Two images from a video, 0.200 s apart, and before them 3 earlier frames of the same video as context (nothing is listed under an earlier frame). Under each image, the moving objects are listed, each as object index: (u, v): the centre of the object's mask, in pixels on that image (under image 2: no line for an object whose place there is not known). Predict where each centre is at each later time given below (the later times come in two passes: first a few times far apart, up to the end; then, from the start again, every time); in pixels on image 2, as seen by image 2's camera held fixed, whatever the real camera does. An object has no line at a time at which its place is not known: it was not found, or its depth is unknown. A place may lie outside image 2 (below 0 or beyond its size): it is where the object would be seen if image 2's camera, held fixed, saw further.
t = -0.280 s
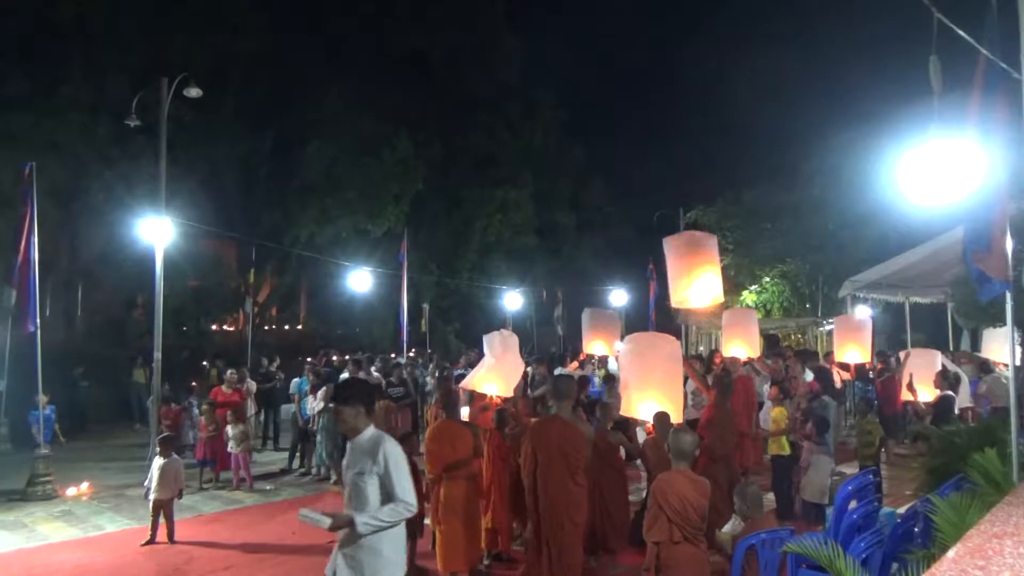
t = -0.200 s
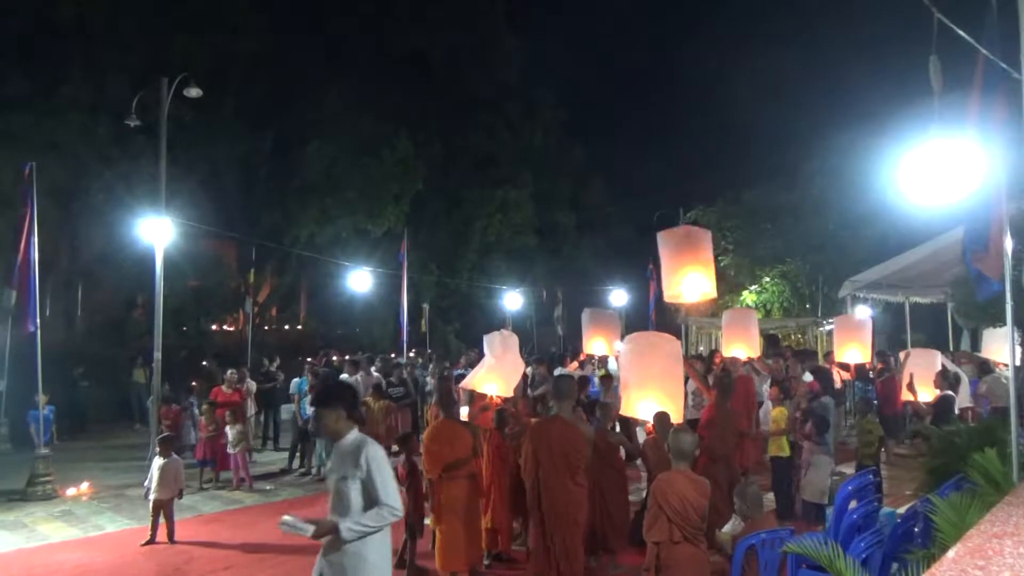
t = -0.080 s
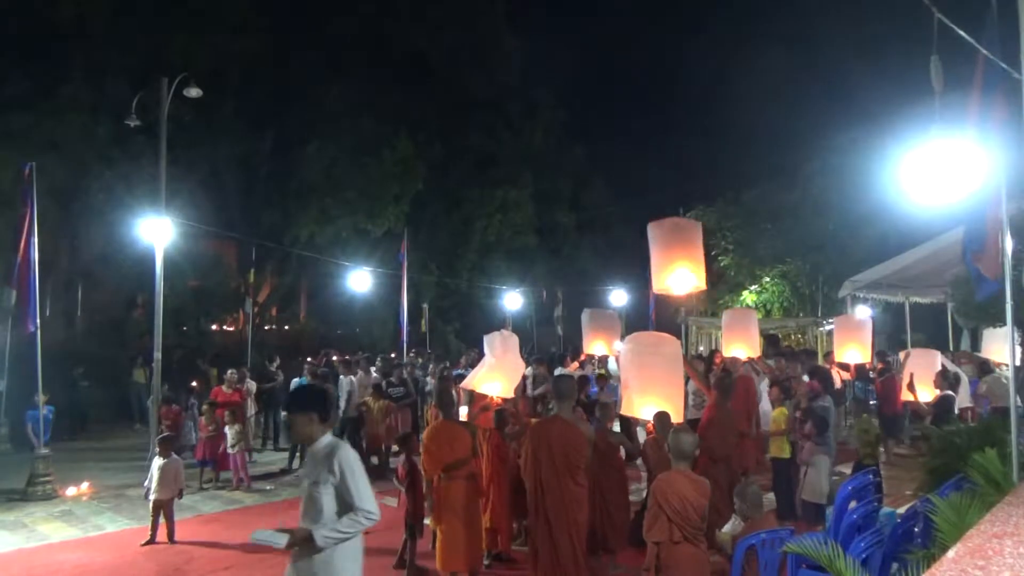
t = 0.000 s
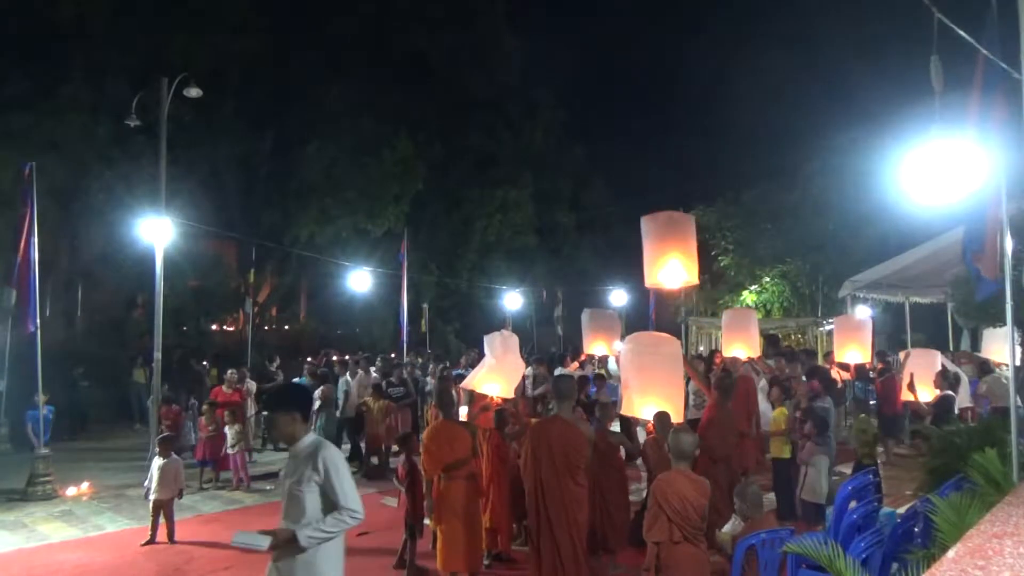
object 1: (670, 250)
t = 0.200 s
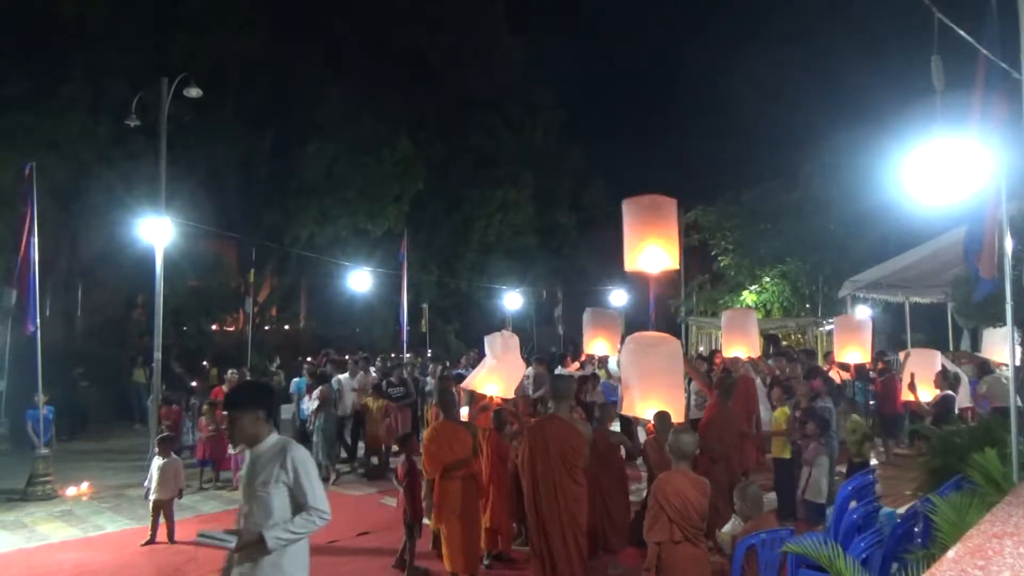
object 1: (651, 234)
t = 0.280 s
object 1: (642, 227)
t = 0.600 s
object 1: (607, 195)
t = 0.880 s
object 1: (569, 160)
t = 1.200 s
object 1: (519, 114)
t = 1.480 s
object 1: (468, 70)
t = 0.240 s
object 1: (647, 231)
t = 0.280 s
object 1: (642, 227)
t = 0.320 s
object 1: (638, 224)
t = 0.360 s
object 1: (634, 220)
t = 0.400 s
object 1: (629, 216)
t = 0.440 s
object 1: (625, 212)
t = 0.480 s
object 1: (621, 208)
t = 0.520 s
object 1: (616, 204)
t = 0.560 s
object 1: (611, 199)
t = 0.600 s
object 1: (607, 195)
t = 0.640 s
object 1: (602, 190)
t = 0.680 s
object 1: (596, 185)
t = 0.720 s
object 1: (591, 181)
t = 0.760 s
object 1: (586, 176)
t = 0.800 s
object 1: (580, 171)
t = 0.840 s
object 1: (575, 165)
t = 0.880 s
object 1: (569, 160)
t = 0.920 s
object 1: (563, 155)
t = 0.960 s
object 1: (558, 149)
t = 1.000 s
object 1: (552, 144)
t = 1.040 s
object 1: (545, 138)
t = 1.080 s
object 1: (539, 132)
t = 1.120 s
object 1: (533, 126)
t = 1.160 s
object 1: (526, 120)
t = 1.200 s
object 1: (519, 114)
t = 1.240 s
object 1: (512, 108)
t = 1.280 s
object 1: (505, 102)
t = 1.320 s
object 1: (498, 96)
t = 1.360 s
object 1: (491, 89)
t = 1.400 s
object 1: (483, 83)
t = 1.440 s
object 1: (476, 77)
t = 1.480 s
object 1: (468, 70)
